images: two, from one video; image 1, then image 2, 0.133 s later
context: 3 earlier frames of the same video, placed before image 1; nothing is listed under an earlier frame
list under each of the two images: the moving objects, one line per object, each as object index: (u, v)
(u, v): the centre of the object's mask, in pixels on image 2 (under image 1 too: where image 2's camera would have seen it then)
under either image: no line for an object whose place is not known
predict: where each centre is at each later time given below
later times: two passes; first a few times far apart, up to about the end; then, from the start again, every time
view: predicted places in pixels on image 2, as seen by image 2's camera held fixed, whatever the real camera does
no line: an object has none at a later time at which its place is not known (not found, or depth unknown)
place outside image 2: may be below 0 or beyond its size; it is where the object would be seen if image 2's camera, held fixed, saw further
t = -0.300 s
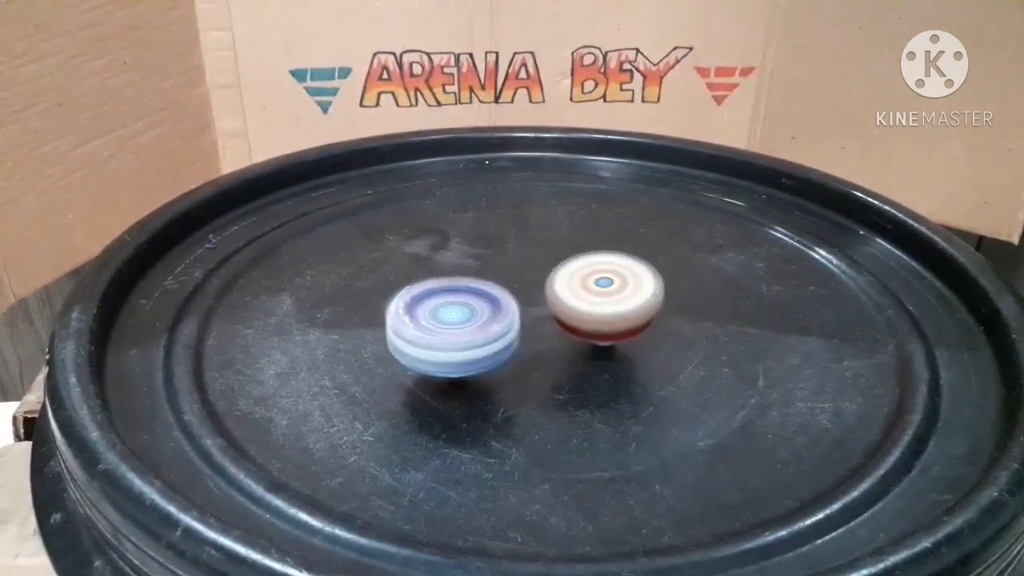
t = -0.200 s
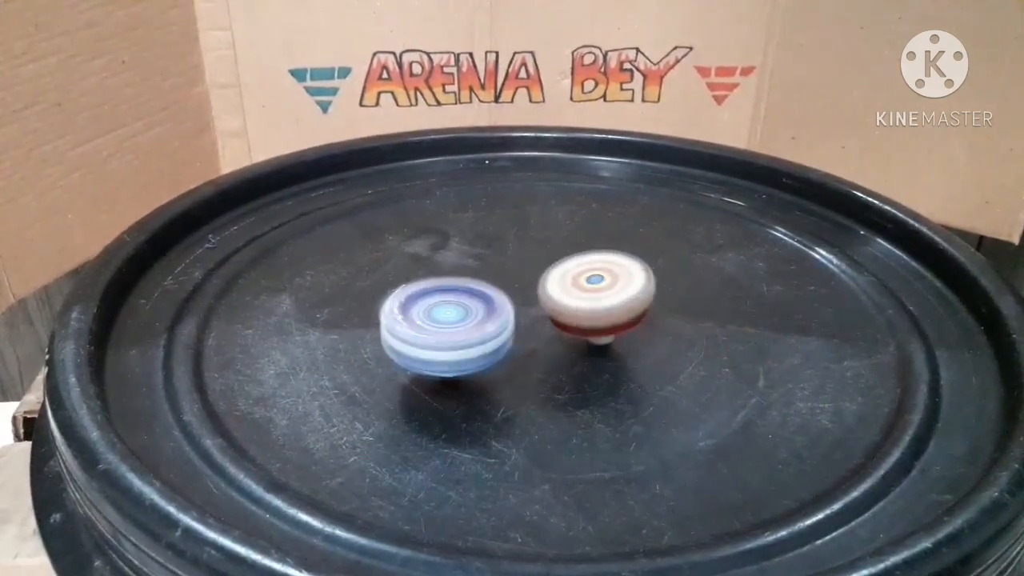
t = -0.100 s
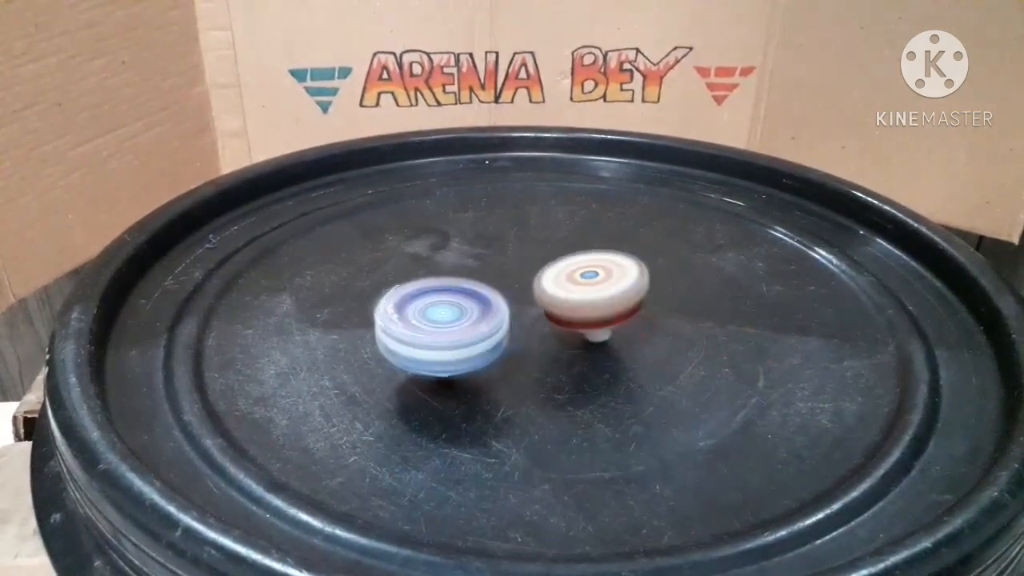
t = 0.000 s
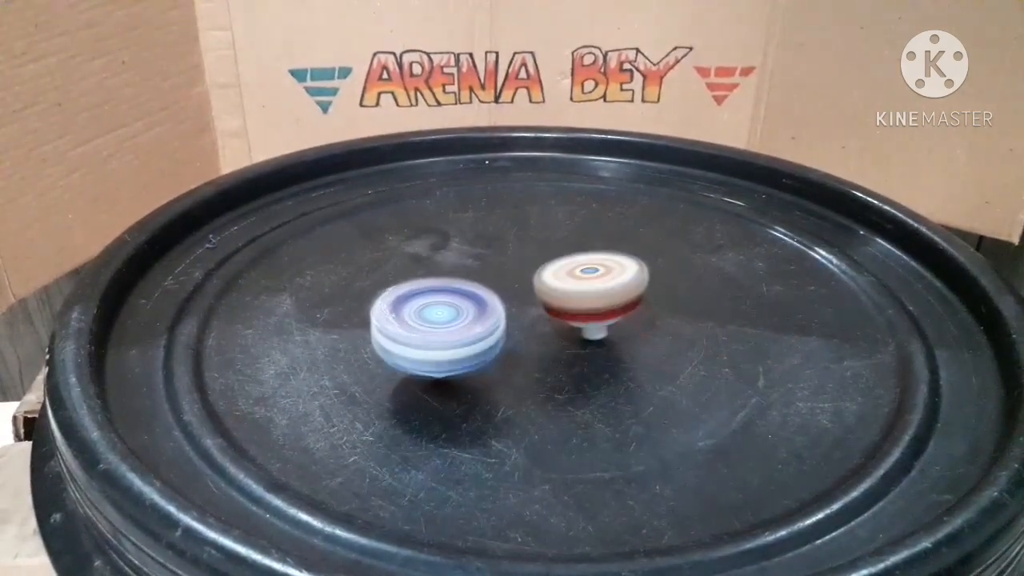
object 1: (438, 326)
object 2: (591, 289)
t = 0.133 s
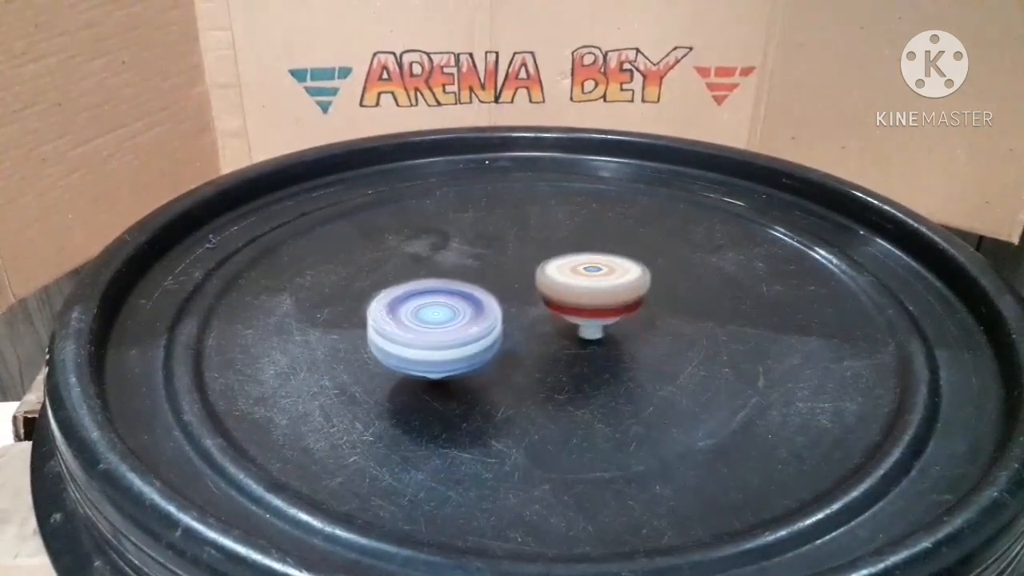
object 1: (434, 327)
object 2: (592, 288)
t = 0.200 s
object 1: (433, 327)
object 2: (592, 289)
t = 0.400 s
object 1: (434, 327)
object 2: (581, 293)
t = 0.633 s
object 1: (438, 325)
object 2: (556, 292)
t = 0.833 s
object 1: (410, 330)
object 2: (573, 281)
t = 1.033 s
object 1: (386, 337)
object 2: (584, 277)
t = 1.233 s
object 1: (387, 340)
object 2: (589, 279)
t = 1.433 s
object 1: (406, 337)
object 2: (584, 286)
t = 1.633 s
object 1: (440, 322)
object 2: (562, 288)
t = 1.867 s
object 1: (426, 316)
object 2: (581, 276)
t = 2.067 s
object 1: (416, 317)
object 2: (582, 274)
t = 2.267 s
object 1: (415, 319)
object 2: (583, 278)
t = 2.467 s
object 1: (424, 320)
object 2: (572, 281)
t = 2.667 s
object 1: (433, 315)
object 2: (551, 278)
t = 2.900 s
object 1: (434, 307)
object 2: (541, 268)
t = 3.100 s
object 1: (425, 302)
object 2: (542, 268)
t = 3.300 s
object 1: (419, 302)
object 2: (536, 269)
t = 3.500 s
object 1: (418, 303)
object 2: (524, 270)
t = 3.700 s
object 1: (424, 307)
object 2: (520, 267)
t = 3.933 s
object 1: (431, 312)
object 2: (526, 262)
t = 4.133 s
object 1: (443, 315)
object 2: (531, 262)
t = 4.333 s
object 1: (456, 312)
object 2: (532, 262)
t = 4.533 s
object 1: (457, 314)
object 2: (538, 258)
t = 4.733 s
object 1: (458, 316)
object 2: (538, 255)
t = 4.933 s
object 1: (463, 316)
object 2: (544, 258)
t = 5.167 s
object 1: (465, 311)
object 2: (542, 261)
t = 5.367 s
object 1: (461, 310)
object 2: (536, 260)
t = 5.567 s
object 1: (455, 312)
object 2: (531, 257)
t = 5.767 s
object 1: (458, 315)
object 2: (532, 258)
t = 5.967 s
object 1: (461, 314)
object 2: (532, 259)
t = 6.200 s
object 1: (443, 330)
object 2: (542, 252)
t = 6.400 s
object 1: (439, 354)
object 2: (556, 252)
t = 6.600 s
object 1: (465, 366)
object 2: (566, 259)
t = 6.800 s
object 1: (502, 357)
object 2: (552, 261)
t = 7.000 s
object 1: (514, 334)
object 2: (535, 251)
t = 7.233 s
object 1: (486, 310)
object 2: (541, 244)
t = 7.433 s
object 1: (443, 301)
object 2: (541, 255)
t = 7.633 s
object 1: (404, 306)
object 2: (531, 257)
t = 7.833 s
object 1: (395, 318)
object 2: (519, 255)
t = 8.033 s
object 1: (420, 326)
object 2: (514, 254)
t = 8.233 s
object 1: (459, 317)
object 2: (514, 252)
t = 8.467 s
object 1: (473, 310)
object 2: (519, 245)
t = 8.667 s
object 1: (473, 309)
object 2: (521, 244)
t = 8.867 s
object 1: (476, 309)
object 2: (520, 250)
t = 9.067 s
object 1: (483, 320)
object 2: (521, 249)
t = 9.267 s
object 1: (502, 324)
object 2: (525, 250)
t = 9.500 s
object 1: (516, 316)
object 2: (518, 251)
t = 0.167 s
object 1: (433, 327)
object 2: (592, 289)
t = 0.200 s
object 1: (433, 327)
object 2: (592, 289)
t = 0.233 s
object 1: (433, 328)
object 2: (591, 290)
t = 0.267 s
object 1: (433, 328)
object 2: (589, 291)
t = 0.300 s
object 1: (433, 328)
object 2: (588, 291)
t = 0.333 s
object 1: (433, 327)
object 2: (586, 292)
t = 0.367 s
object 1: (434, 328)
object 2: (584, 293)
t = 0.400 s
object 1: (434, 327)
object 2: (581, 293)
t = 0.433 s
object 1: (434, 327)
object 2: (578, 294)
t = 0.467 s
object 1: (435, 327)
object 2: (575, 294)
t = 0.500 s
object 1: (436, 327)
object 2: (571, 294)
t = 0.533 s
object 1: (436, 326)
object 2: (567, 293)
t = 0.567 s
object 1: (437, 326)
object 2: (563, 293)
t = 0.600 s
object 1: (437, 325)
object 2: (559, 293)
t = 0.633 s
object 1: (438, 325)
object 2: (556, 292)
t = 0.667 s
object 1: (439, 324)
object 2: (553, 291)
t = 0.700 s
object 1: (440, 324)
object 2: (551, 289)
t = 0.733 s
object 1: (432, 326)
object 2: (556, 287)
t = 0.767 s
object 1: (424, 327)
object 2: (564, 285)
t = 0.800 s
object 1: (417, 328)
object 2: (569, 283)
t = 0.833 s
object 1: (410, 330)
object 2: (573, 281)
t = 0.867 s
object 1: (403, 331)
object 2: (577, 280)
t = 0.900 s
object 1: (398, 333)
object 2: (578, 279)
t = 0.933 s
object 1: (394, 334)
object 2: (580, 278)
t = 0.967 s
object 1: (390, 335)
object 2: (582, 278)
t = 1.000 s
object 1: (388, 336)
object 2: (583, 277)
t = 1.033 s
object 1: (386, 337)
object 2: (584, 277)
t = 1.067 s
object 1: (385, 337)
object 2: (585, 277)
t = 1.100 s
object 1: (384, 338)
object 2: (586, 277)
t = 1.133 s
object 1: (384, 338)
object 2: (587, 277)
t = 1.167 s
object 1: (384, 339)
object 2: (587, 278)
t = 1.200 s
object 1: (385, 339)
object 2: (588, 278)
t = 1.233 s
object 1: (387, 340)
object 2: (589, 279)
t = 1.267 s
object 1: (389, 340)
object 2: (589, 280)
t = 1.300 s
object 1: (391, 340)
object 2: (589, 281)
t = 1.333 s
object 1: (394, 340)
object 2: (588, 282)
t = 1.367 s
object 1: (398, 339)
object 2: (587, 284)
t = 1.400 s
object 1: (401, 339)
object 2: (586, 285)
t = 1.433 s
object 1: (406, 337)
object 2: (584, 286)
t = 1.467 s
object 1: (412, 336)
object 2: (581, 287)
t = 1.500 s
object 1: (417, 333)
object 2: (578, 288)
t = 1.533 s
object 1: (423, 331)
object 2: (575, 288)
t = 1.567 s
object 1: (429, 328)
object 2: (571, 288)
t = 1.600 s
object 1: (434, 325)
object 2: (567, 289)
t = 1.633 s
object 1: (440, 322)
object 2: (562, 288)
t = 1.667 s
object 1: (444, 319)
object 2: (558, 288)
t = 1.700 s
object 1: (441, 317)
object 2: (561, 287)
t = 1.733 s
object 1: (436, 318)
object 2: (568, 284)
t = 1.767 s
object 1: (434, 317)
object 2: (574, 281)
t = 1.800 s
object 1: (431, 317)
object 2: (577, 279)
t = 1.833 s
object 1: (428, 316)
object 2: (580, 278)
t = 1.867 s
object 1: (426, 316)
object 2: (581, 276)
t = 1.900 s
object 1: (424, 316)
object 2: (581, 276)
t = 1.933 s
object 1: (422, 316)
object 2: (582, 275)
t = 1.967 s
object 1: (420, 317)
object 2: (582, 275)
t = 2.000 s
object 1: (418, 317)
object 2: (582, 274)
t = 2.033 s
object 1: (417, 317)
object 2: (582, 274)
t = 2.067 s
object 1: (416, 317)
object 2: (582, 274)
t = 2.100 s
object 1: (415, 317)
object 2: (582, 275)
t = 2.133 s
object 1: (415, 318)
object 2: (582, 275)
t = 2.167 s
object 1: (414, 318)
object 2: (582, 276)
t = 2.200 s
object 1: (414, 318)
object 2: (583, 276)
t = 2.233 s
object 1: (415, 319)
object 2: (583, 277)
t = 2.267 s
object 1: (415, 319)
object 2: (583, 278)
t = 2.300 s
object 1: (416, 320)
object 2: (583, 278)
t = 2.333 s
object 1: (418, 320)
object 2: (582, 279)
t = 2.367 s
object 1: (419, 320)
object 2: (581, 280)
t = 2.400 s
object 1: (420, 320)
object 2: (578, 280)
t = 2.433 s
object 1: (422, 320)
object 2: (576, 281)
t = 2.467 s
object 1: (424, 320)
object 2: (572, 281)
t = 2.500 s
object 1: (426, 319)
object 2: (569, 281)
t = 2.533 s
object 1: (427, 319)
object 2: (566, 281)
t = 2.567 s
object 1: (429, 318)
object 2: (562, 280)
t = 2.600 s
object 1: (431, 317)
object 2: (559, 280)
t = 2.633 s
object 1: (432, 316)
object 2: (555, 279)
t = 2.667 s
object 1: (433, 315)
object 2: (551, 278)
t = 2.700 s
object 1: (434, 314)
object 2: (548, 277)
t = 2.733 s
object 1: (435, 313)
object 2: (545, 275)
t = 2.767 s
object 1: (435, 311)
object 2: (544, 273)
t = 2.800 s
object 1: (435, 310)
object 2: (542, 272)
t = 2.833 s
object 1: (435, 309)
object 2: (542, 270)
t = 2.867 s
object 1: (435, 308)
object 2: (541, 269)
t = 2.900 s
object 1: (434, 307)
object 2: (541, 268)
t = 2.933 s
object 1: (433, 306)
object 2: (541, 268)
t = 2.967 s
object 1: (432, 305)
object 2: (541, 268)
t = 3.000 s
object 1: (430, 304)
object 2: (542, 268)
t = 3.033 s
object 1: (429, 303)
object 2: (542, 268)
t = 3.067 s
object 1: (427, 303)
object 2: (542, 268)
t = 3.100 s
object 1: (425, 302)
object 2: (542, 268)
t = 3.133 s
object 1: (424, 302)
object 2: (541, 268)
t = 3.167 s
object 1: (423, 302)
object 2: (540, 268)
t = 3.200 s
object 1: (422, 302)
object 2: (539, 268)
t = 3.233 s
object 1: (421, 301)
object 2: (538, 268)
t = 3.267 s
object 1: (420, 302)
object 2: (537, 269)
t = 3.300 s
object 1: (419, 302)
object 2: (536, 269)
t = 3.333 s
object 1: (419, 302)
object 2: (534, 270)
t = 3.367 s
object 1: (418, 302)
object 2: (532, 270)
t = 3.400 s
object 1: (418, 302)
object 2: (529, 270)
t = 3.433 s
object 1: (418, 302)
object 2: (527, 270)
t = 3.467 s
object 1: (418, 303)
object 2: (525, 270)
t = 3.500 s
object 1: (418, 303)
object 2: (524, 270)
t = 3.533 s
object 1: (419, 304)
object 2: (522, 270)
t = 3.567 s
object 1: (420, 304)
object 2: (522, 269)
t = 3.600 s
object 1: (420, 305)
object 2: (521, 269)
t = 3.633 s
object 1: (421, 305)
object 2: (521, 268)
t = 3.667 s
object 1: (423, 306)
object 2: (521, 268)
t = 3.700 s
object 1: (424, 307)
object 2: (520, 267)
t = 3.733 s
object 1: (425, 307)
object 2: (520, 267)
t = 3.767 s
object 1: (426, 307)
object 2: (520, 266)
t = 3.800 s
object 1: (428, 308)
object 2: (520, 265)
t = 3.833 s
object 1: (429, 310)
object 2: (521, 264)
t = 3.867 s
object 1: (430, 310)
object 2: (523, 263)
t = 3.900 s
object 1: (430, 311)
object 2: (525, 262)
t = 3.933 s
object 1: (431, 312)
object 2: (526, 262)
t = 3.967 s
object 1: (433, 313)
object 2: (527, 262)
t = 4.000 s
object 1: (434, 314)
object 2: (528, 261)
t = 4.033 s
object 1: (436, 315)
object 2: (528, 261)
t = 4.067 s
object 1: (438, 315)
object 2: (529, 262)
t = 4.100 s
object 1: (440, 315)
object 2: (530, 262)
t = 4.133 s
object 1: (443, 315)
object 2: (531, 262)
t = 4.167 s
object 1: (445, 316)
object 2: (531, 262)
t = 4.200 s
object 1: (447, 315)
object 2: (532, 262)
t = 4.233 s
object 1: (450, 315)
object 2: (532, 262)
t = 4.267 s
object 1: (452, 314)
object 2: (532, 262)
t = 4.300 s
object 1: (454, 313)
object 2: (532, 262)
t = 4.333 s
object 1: (456, 312)
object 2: (532, 262)
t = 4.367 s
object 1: (457, 311)
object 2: (532, 262)
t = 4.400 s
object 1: (457, 313)
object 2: (533, 261)
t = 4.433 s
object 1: (459, 313)
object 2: (535, 259)
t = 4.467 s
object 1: (458, 313)
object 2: (537, 259)
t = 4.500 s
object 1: (456, 313)
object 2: (538, 258)
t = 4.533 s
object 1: (457, 314)
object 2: (538, 258)
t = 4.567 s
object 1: (457, 314)
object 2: (539, 257)
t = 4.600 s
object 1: (457, 315)
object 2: (538, 257)
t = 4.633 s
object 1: (457, 315)
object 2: (538, 256)
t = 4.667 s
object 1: (457, 316)
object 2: (538, 256)
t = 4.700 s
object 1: (458, 316)
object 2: (538, 255)
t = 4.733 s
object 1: (458, 316)
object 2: (538, 255)
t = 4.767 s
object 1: (459, 317)
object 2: (539, 255)
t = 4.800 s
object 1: (460, 316)
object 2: (540, 256)
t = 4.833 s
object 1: (461, 316)
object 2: (541, 256)
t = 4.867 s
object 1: (462, 316)
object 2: (542, 257)
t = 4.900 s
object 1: (462, 316)
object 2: (543, 257)
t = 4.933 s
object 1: (463, 316)
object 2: (544, 258)
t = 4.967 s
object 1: (465, 315)
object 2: (545, 259)
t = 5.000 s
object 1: (465, 314)
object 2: (545, 260)
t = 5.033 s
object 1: (465, 314)
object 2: (546, 260)
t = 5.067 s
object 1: (465, 313)
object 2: (545, 261)
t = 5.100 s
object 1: (465, 312)
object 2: (545, 261)
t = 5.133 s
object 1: (464, 312)
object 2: (543, 261)
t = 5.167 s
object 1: (465, 311)
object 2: (542, 261)
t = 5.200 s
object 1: (464, 311)
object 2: (541, 261)
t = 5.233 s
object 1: (464, 311)
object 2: (540, 261)
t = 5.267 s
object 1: (462, 310)
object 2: (538, 261)
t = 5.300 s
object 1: (460, 310)
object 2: (536, 261)
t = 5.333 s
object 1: (461, 311)
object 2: (536, 260)
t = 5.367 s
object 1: (461, 310)
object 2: (536, 260)
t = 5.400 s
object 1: (458, 311)
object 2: (535, 259)
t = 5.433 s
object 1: (456, 311)
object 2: (534, 259)
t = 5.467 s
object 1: (457, 312)
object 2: (533, 258)
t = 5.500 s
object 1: (456, 312)
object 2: (532, 258)
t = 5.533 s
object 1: (456, 312)
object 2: (531, 258)
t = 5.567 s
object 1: (455, 312)
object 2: (531, 257)
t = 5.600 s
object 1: (455, 313)
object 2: (531, 257)
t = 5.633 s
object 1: (456, 314)
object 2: (531, 257)
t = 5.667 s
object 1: (456, 314)
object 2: (531, 257)
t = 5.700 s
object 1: (456, 314)
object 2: (531, 257)
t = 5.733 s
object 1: (457, 315)
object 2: (531, 258)
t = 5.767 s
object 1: (458, 315)
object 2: (532, 258)
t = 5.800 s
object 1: (459, 315)
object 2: (532, 258)
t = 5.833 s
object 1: (459, 315)
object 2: (532, 258)
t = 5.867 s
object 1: (460, 315)
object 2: (532, 258)
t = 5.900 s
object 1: (461, 315)
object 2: (532, 259)
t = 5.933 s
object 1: (461, 314)
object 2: (532, 259)
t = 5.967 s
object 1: (461, 314)
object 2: (532, 259)
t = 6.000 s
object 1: (462, 313)
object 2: (532, 259)
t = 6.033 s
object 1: (462, 313)
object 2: (531, 259)
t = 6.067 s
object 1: (461, 314)
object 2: (530, 259)
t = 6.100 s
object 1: (457, 319)
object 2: (532, 257)
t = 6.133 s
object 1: (453, 323)
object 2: (534, 257)
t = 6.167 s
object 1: (448, 326)
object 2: (539, 254)
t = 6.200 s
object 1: (443, 330)
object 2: (542, 252)
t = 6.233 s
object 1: (440, 334)
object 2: (545, 251)
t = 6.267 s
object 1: (438, 338)
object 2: (547, 251)
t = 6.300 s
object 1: (436, 342)
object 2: (549, 251)
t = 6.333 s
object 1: (436, 346)
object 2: (551, 251)
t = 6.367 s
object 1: (436, 350)
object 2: (554, 251)
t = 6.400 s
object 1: (439, 354)
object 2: (556, 252)
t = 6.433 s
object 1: (441, 357)
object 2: (558, 253)
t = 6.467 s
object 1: (444, 360)
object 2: (561, 254)
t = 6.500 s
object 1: (449, 362)
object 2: (564, 255)
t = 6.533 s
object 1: (454, 364)
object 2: (565, 256)
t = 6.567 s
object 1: (460, 365)
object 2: (566, 258)
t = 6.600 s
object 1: (465, 366)
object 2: (566, 259)
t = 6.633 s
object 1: (472, 366)
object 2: (566, 260)
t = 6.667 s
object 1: (479, 366)
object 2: (564, 261)
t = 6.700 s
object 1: (484, 364)
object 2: (562, 261)
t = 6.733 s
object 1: (491, 362)
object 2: (559, 262)
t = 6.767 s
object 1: (496, 360)
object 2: (555, 262)
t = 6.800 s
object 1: (502, 357)
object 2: (552, 261)
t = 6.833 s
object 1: (505, 354)
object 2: (548, 260)
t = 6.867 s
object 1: (509, 350)
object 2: (545, 259)
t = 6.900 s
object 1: (512, 346)
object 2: (542, 257)
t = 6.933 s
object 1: (513, 342)
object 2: (539, 255)
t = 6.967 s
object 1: (514, 339)
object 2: (537, 254)
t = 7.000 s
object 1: (514, 334)
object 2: (535, 251)
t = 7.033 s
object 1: (511, 330)
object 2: (534, 249)
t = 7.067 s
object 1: (510, 326)
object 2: (534, 248)
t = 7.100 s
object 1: (507, 323)
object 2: (535, 246)
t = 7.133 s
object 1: (502, 319)
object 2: (536, 245)
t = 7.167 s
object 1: (499, 316)
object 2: (537, 243)
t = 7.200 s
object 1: (494, 312)
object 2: (539, 244)
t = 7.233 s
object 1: (486, 310)
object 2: (541, 244)
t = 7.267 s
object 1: (481, 307)
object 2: (542, 245)
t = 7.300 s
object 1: (474, 305)
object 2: (544, 248)
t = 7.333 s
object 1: (466, 303)
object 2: (543, 250)
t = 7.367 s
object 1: (460, 302)
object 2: (543, 251)
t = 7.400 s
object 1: (451, 301)
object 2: (541, 254)
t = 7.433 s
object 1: (443, 301)
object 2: (541, 255)
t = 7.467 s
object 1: (437, 301)
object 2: (540, 255)
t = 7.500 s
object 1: (428, 301)
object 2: (538, 256)
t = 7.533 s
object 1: (421, 302)
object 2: (536, 256)
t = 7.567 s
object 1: (416, 303)
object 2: (534, 256)
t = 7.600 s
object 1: (410, 305)
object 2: (533, 257)
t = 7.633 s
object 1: (404, 306)
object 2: (531, 257)
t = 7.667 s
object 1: (401, 309)
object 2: (529, 257)
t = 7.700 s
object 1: (398, 310)
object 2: (527, 256)
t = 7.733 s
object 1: (396, 312)
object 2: (525, 257)
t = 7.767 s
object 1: (395, 314)
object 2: (522, 256)
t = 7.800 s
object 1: (395, 316)
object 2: (521, 255)
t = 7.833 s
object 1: (395, 318)
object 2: (519, 255)
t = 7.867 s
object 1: (398, 320)
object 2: (518, 254)
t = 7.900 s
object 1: (401, 322)
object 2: (517, 253)
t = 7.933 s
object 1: (404, 323)
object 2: (516, 254)
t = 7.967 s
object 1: (409, 325)
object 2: (515, 253)
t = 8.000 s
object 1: (414, 325)
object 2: (514, 253)
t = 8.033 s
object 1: (420, 326)
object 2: (514, 254)
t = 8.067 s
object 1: (427, 325)
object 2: (514, 254)
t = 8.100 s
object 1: (433, 325)
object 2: (513, 254)
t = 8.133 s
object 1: (440, 323)
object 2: (513, 255)
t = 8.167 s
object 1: (447, 322)
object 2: (514, 254)
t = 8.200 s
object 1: (453, 320)
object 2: (514, 253)
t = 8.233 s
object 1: (459, 317)
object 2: (514, 252)
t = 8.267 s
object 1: (463, 315)
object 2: (514, 251)
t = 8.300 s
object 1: (467, 312)
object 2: (513, 250)
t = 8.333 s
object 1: (470, 311)
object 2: (514, 249)
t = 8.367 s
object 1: (474, 312)
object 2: (516, 248)
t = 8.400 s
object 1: (477, 310)
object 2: (518, 247)
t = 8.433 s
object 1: (477, 309)
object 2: (519, 246)
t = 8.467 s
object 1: (473, 310)
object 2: (519, 245)
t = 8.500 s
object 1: (473, 310)
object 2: (519, 244)
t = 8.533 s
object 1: (475, 311)
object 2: (519, 245)
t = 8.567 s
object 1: (477, 310)
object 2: (519, 243)
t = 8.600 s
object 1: (477, 310)
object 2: (520, 244)
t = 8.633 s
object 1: (475, 309)
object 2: (520, 245)
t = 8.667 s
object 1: (473, 309)
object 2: (521, 244)
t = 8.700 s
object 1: (475, 310)
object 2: (522, 245)
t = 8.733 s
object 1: (476, 310)
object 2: (522, 247)
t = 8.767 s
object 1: (477, 309)
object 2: (521, 247)
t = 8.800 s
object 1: (476, 309)
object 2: (521, 248)
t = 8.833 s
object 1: (474, 308)
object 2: (522, 250)
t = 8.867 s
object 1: (476, 309)
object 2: (520, 250)
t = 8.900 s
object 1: (477, 310)
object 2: (520, 251)
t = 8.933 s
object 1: (477, 311)
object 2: (521, 251)
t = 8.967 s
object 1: (479, 313)
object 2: (521, 250)
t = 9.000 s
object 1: (478, 315)
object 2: (522, 250)
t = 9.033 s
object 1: (481, 318)
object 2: (521, 250)
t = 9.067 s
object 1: (483, 320)
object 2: (521, 249)
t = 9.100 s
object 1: (485, 321)
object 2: (521, 249)
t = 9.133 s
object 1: (488, 323)
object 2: (522, 249)
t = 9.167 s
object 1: (491, 323)
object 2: (522, 249)
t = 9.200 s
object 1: (495, 324)
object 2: (524, 249)
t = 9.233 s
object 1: (498, 325)
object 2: (524, 250)
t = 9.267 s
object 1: (502, 324)
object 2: (525, 250)
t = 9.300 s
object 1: (505, 324)
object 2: (526, 250)
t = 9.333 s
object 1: (508, 323)
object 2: (526, 251)
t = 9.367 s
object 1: (512, 322)
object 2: (525, 252)
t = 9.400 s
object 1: (514, 321)
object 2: (525, 251)
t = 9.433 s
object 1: (515, 319)
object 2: (523, 252)
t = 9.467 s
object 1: (516, 317)
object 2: (521, 251)
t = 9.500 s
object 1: (516, 316)
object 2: (518, 251)
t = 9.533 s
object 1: (521, 317)
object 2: (517, 249)
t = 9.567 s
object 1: (522, 315)
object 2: (517, 249)
